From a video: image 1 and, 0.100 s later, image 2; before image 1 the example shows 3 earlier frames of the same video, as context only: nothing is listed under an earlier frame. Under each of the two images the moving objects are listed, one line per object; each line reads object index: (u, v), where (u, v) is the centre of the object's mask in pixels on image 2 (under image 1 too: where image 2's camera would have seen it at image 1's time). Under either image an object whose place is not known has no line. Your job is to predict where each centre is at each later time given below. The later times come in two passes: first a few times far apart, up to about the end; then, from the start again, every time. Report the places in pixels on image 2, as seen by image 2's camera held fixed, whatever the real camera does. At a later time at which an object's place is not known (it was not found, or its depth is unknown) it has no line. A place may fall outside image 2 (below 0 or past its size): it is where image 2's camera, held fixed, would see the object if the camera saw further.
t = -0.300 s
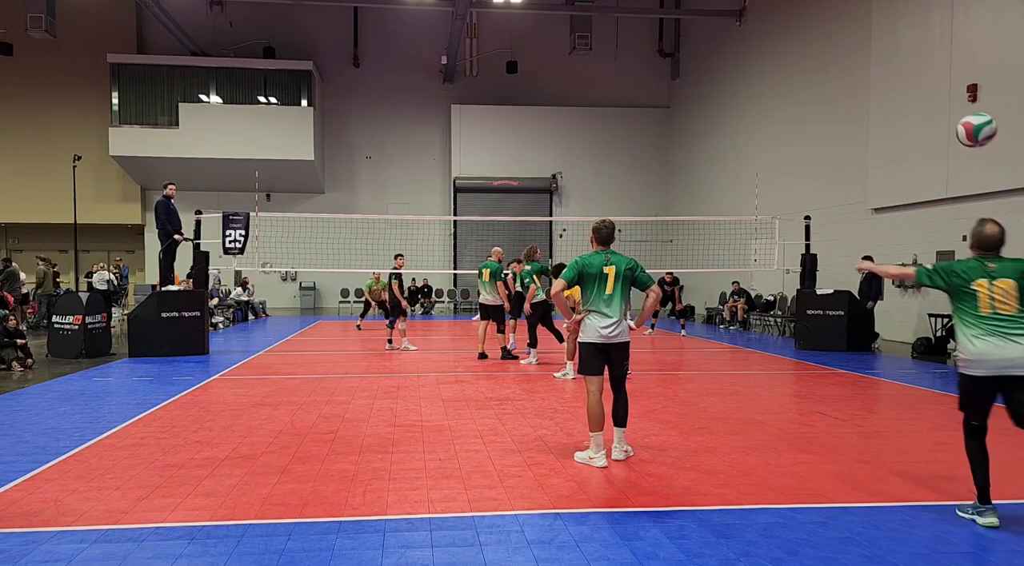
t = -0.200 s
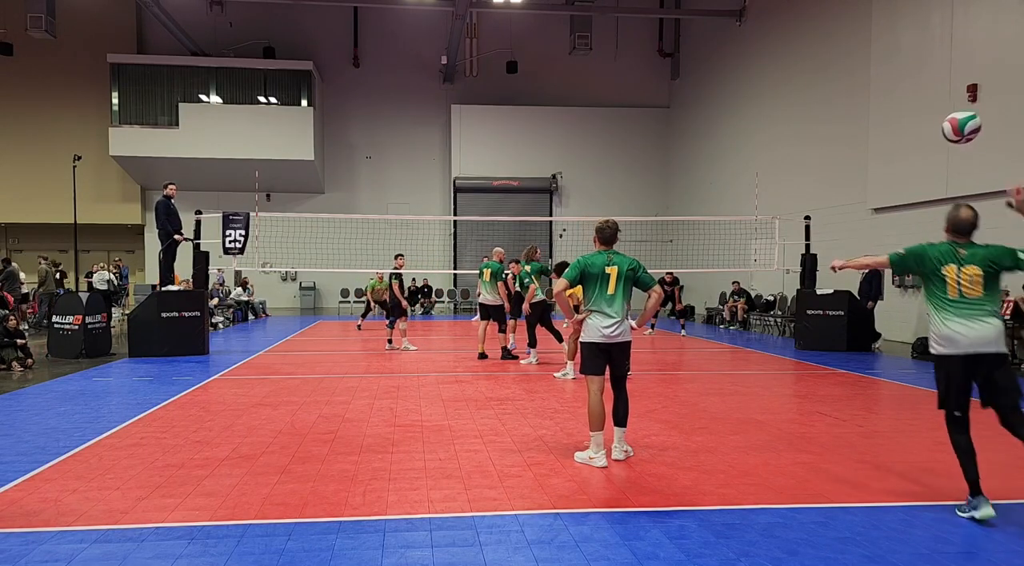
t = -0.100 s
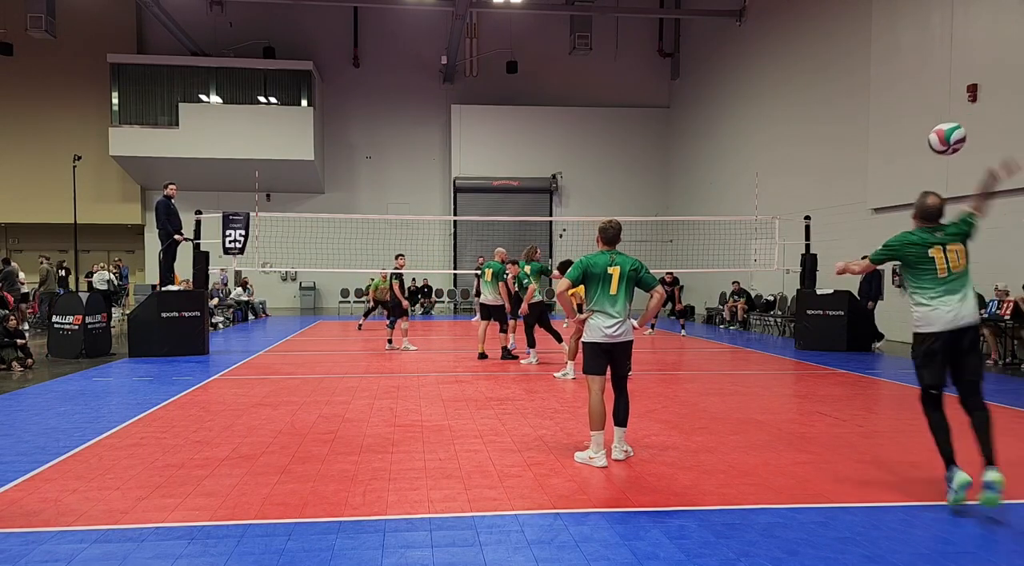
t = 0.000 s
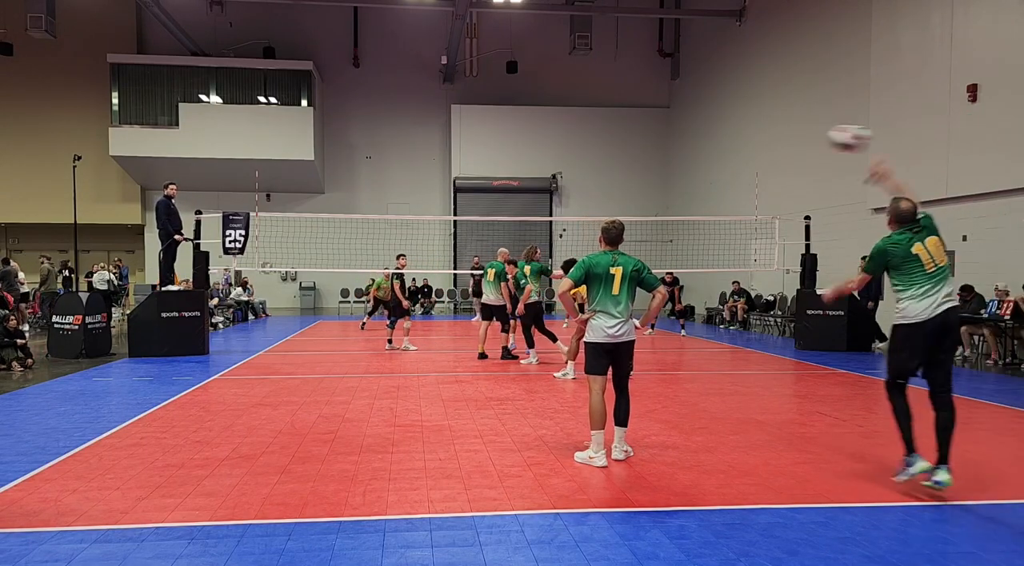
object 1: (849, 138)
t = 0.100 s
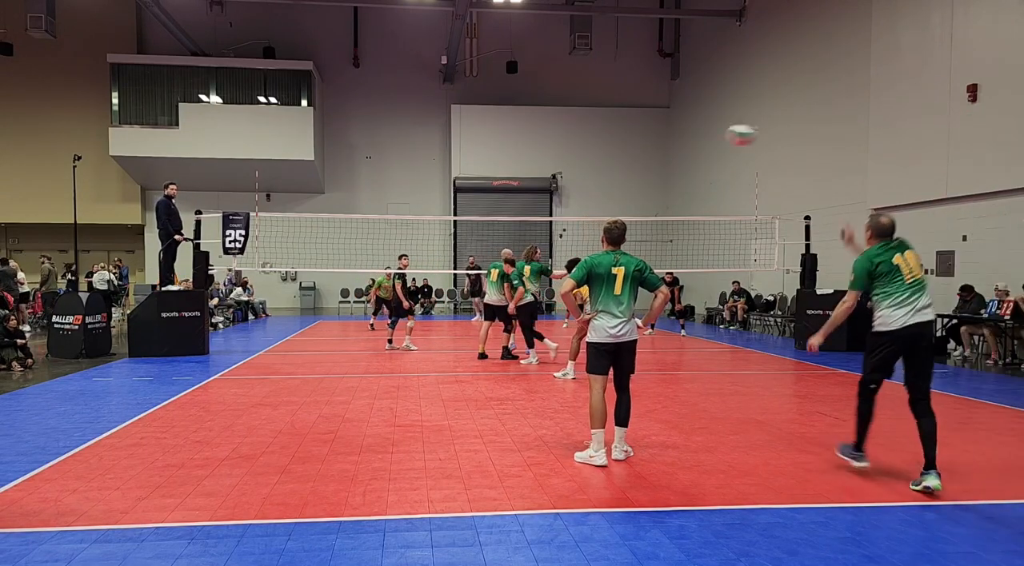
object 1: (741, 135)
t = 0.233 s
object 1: (650, 145)
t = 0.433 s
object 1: (565, 181)
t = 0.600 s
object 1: (520, 216)
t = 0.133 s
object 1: (714, 136)
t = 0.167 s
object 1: (691, 138)
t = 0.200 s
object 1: (670, 142)
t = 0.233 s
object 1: (650, 145)
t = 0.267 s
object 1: (633, 150)
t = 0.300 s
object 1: (617, 156)
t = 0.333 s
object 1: (603, 162)
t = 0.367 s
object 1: (590, 168)
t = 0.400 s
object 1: (577, 174)
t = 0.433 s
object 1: (565, 181)
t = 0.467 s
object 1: (555, 187)
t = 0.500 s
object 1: (545, 195)
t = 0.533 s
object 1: (537, 202)
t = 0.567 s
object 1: (528, 209)
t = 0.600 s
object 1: (520, 216)
